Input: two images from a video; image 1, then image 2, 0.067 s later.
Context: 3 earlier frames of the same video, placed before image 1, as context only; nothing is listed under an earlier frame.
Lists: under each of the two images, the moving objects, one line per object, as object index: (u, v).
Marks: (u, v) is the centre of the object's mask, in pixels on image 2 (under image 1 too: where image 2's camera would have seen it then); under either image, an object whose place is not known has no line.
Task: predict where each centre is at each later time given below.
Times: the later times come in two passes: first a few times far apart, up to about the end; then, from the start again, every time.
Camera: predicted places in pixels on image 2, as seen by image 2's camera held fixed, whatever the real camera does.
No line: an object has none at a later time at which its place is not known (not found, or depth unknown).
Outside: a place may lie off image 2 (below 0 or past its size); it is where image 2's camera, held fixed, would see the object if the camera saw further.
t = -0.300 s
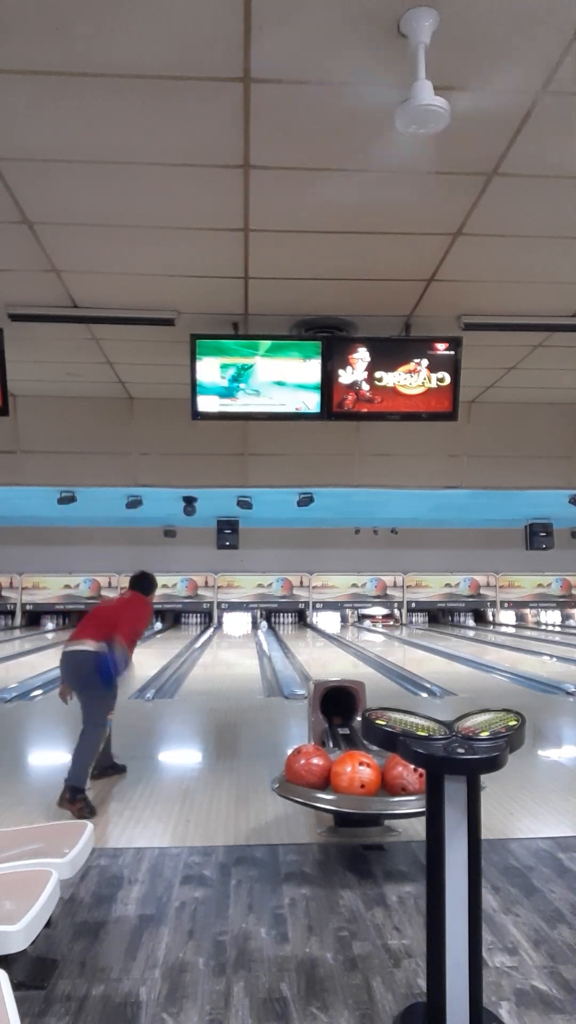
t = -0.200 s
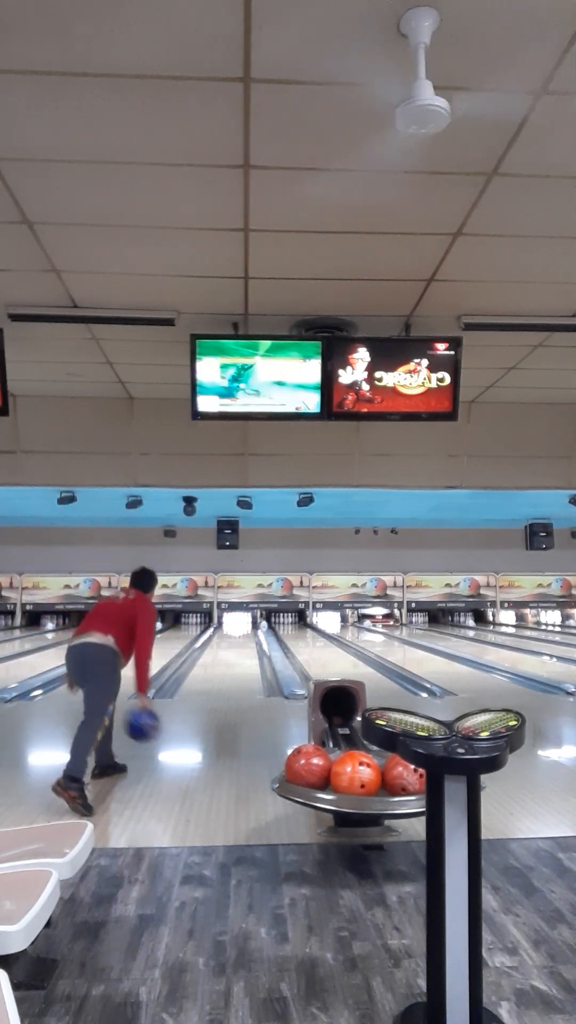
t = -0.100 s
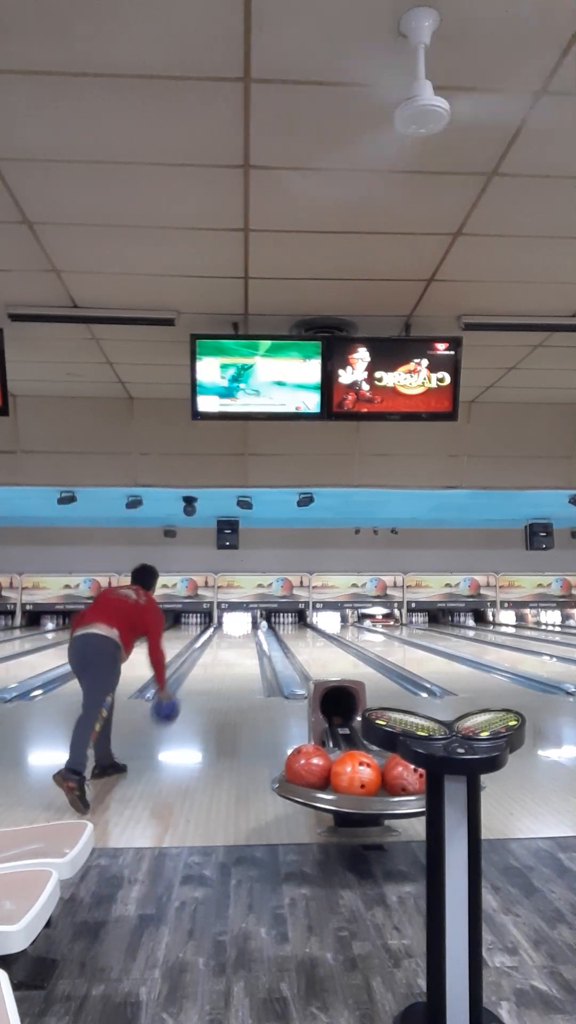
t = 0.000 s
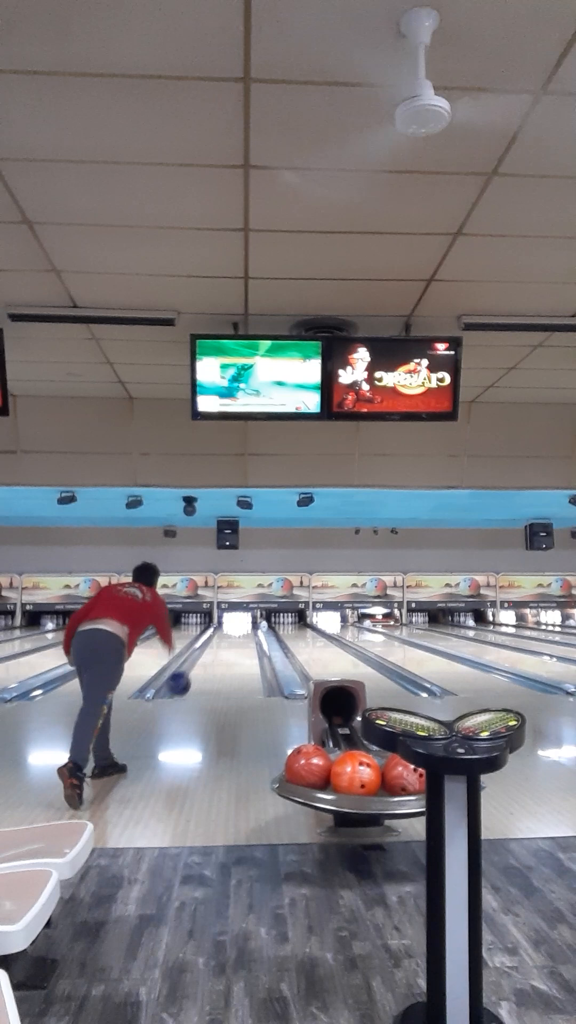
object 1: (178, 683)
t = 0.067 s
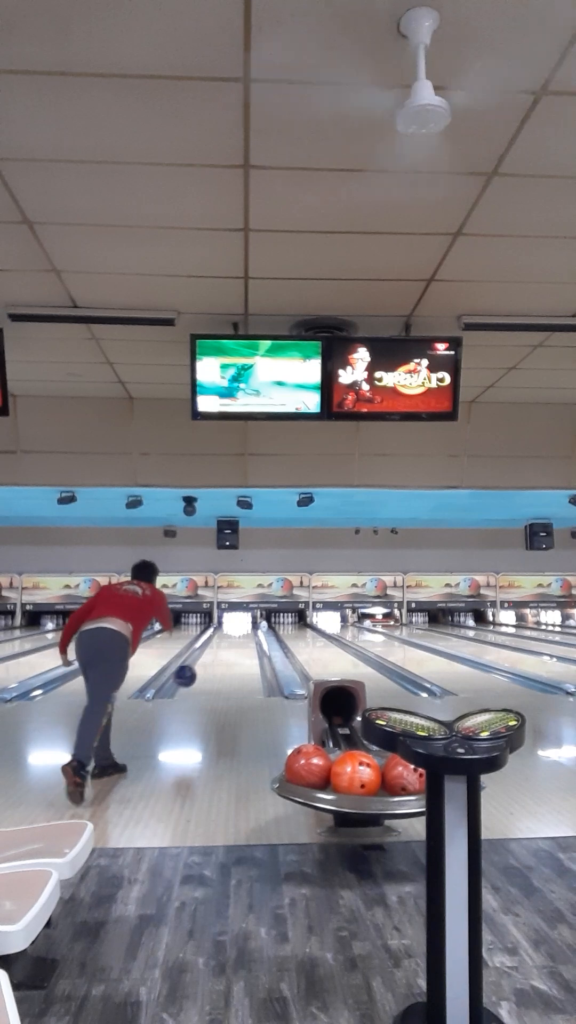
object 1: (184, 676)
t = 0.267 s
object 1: (199, 682)
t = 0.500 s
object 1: (211, 676)
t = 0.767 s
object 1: (220, 661)
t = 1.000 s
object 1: (226, 652)
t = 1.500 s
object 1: (234, 639)
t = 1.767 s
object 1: (237, 635)
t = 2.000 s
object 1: (239, 631)
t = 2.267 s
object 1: (241, 628)
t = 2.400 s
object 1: (242, 627)
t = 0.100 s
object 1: (188, 674)
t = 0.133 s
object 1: (190, 674)
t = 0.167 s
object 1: (192, 674)
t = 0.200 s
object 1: (195, 676)
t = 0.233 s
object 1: (197, 678)
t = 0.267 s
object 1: (199, 682)
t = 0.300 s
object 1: (201, 686)
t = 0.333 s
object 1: (203, 687)
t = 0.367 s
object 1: (205, 683)
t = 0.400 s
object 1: (206, 680)
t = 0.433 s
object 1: (208, 678)
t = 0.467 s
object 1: (210, 677)
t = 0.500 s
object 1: (211, 676)
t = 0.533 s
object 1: (212, 674)
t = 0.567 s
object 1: (214, 672)
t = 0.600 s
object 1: (215, 670)
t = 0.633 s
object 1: (216, 668)
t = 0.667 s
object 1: (217, 666)
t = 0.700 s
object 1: (218, 664)
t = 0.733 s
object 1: (219, 663)
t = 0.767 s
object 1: (220, 661)
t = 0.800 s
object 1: (221, 659)
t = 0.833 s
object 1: (222, 658)
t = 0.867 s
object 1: (223, 657)
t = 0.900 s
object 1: (224, 655)
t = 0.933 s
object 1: (224, 654)
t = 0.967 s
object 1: (225, 653)
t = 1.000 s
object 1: (226, 652)
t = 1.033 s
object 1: (227, 651)
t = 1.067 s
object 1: (227, 650)
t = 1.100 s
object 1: (227, 649)
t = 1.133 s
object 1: (228, 648)
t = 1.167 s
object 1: (229, 647)
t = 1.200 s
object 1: (229, 646)
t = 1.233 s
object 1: (230, 645)
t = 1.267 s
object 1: (231, 644)
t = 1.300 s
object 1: (231, 644)
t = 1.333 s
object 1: (232, 643)
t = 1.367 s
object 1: (232, 642)
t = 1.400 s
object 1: (233, 641)
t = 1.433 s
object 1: (233, 640)
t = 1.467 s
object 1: (234, 640)
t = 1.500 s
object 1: (234, 639)
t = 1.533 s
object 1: (234, 638)
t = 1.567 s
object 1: (235, 638)
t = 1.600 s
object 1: (235, 637)
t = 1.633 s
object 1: (236, 637)
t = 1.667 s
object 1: (236, 636)
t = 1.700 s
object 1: (236, 636)
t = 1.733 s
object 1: (237, 635)
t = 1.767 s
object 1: (237, 635)
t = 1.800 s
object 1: (237, 634)
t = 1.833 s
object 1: (237, 633)
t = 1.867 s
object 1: (238, 633)
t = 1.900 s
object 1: (238, 633)
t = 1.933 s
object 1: (238, 632)
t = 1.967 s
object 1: (239, 632)
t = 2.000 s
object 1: (239, 631)
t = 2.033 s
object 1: (240, 631)
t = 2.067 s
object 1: (240, 630)
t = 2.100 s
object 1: (240, 630)
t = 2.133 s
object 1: (241, 629)
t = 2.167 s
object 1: (241, 629)
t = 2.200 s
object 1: (241, 629)
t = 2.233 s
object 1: (241, 629)
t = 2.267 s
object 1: (241, 628)
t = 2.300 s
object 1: (241, 628)
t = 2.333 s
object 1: (241, 627)
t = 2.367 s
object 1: (241, 627)
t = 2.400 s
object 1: (242, 627)
